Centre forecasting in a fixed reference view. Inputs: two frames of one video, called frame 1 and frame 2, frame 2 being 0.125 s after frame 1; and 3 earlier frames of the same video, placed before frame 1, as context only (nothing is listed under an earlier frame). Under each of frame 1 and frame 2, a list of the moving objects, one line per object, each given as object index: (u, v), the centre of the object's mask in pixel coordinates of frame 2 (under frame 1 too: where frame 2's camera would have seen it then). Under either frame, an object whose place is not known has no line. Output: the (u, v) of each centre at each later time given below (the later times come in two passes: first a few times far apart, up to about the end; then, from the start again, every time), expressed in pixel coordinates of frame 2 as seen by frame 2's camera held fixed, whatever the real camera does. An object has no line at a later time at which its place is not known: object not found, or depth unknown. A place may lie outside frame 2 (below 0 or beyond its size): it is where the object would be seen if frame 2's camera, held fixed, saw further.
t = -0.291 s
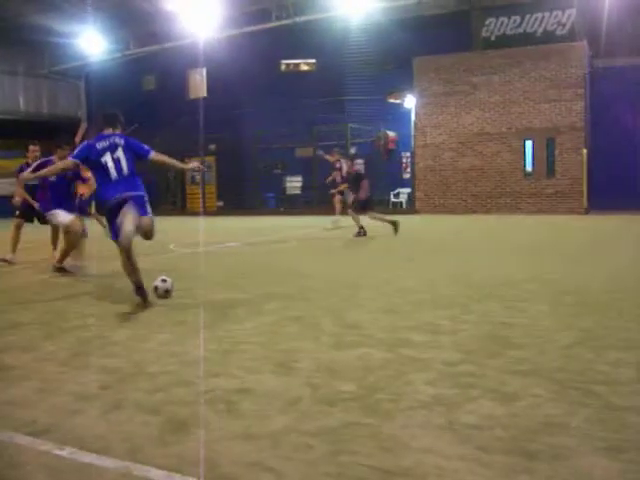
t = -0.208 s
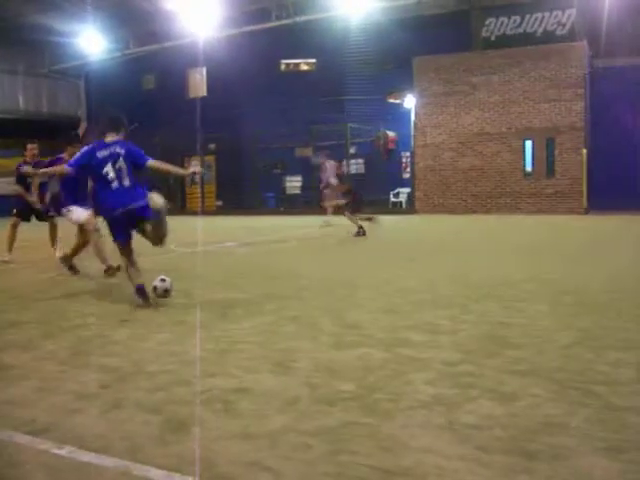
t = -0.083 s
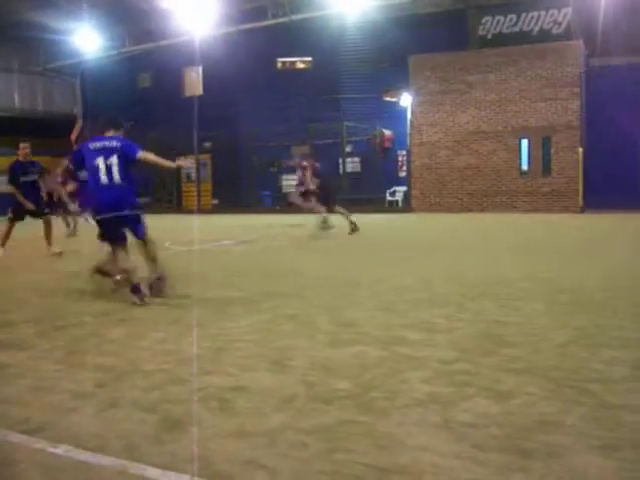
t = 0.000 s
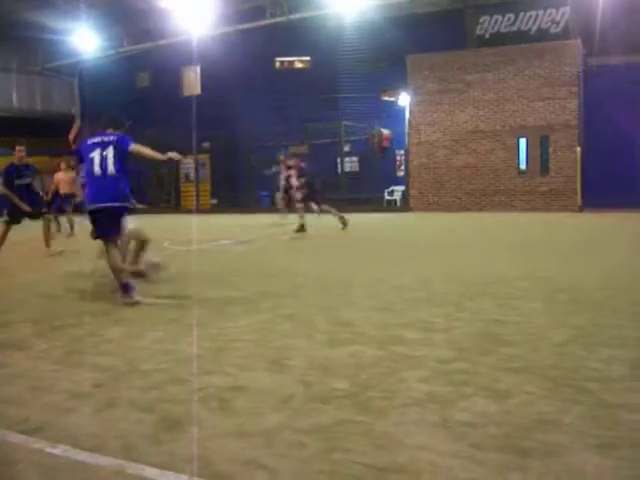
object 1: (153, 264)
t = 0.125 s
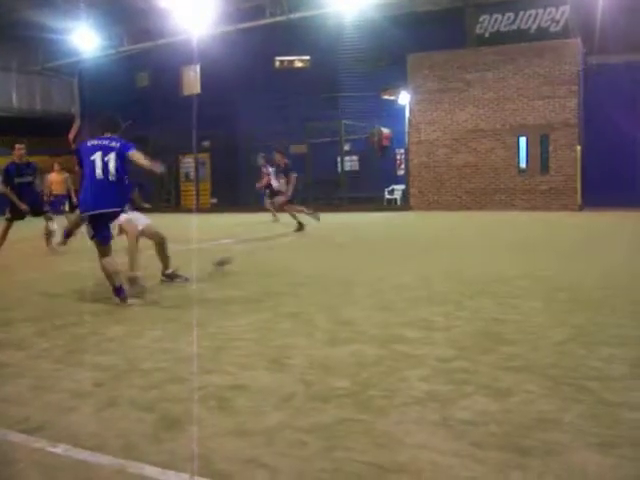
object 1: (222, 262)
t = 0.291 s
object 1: (282, 250)
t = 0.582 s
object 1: (351, 243)
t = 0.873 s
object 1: (402, 238)
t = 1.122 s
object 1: (433, 233)
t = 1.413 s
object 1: (466, 230)
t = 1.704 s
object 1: (495, 224)
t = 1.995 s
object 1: (517, 220)
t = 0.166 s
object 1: (238, 254)
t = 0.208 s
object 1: (254, 250)
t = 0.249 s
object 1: (267, 249)
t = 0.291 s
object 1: (282, 250)
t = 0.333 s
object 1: (295, 251)
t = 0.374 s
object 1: (306, 247)
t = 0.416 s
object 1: (317, 245)
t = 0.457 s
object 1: (326, 243)
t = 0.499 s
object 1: (335, 243)
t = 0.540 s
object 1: (344, 244)
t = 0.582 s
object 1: (351, 243)
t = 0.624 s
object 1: (361, 244)
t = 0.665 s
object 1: (367, 243)
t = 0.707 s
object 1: (374, 241)
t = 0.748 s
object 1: (382, 242)
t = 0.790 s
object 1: (389, 239)
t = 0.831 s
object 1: (395, 237)
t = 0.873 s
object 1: (402, 238)
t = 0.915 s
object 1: (405, 239)
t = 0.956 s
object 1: (415, 238)
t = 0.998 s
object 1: (419, 237)
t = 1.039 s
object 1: (424, 234)
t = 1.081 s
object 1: (429, 234)
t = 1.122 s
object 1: (433, 233)
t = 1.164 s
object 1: (435, 233)
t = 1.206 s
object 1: (444, 233)
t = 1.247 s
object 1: (449, 232)
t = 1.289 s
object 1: (454, 231)
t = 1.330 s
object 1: (459, 231)
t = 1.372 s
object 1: (463, 230)
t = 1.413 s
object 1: (466, 230)
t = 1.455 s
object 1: (472, 228)
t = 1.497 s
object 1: (476, 228)
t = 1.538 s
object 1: (480, 227)
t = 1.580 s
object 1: (483, 227)
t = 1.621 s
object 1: (487, 226)
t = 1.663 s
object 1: (491, 224)
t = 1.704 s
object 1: (495, 224)
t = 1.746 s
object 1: (498, 223)
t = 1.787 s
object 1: (502, 223)
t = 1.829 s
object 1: (505, 222)
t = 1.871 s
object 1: (508, 222)
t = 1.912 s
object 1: (511, 222)
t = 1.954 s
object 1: (514, 221)
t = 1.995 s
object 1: (517, 220)
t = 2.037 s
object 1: (520, 220)
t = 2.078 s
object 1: (522, 220)
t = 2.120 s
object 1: (525, 220)
